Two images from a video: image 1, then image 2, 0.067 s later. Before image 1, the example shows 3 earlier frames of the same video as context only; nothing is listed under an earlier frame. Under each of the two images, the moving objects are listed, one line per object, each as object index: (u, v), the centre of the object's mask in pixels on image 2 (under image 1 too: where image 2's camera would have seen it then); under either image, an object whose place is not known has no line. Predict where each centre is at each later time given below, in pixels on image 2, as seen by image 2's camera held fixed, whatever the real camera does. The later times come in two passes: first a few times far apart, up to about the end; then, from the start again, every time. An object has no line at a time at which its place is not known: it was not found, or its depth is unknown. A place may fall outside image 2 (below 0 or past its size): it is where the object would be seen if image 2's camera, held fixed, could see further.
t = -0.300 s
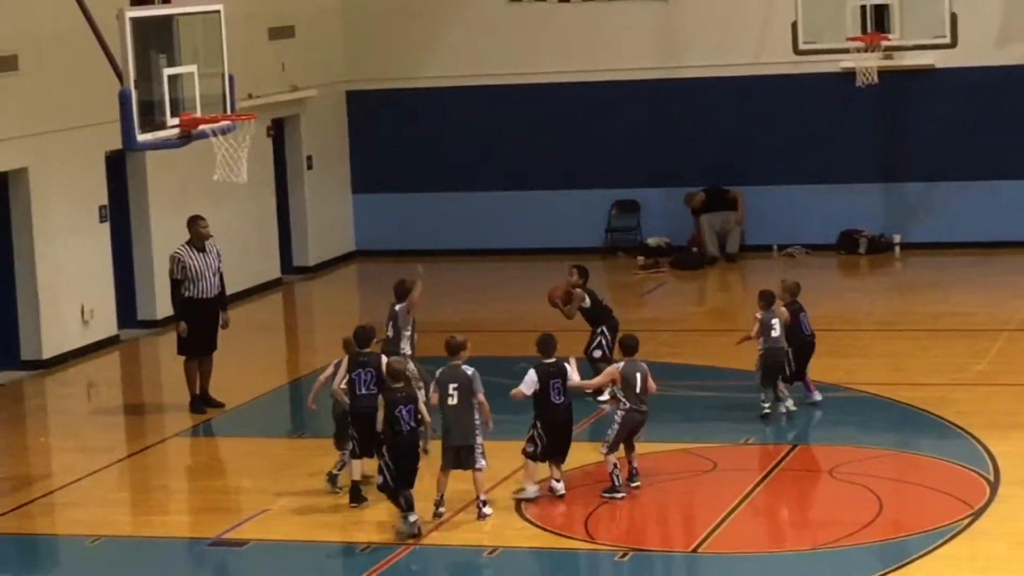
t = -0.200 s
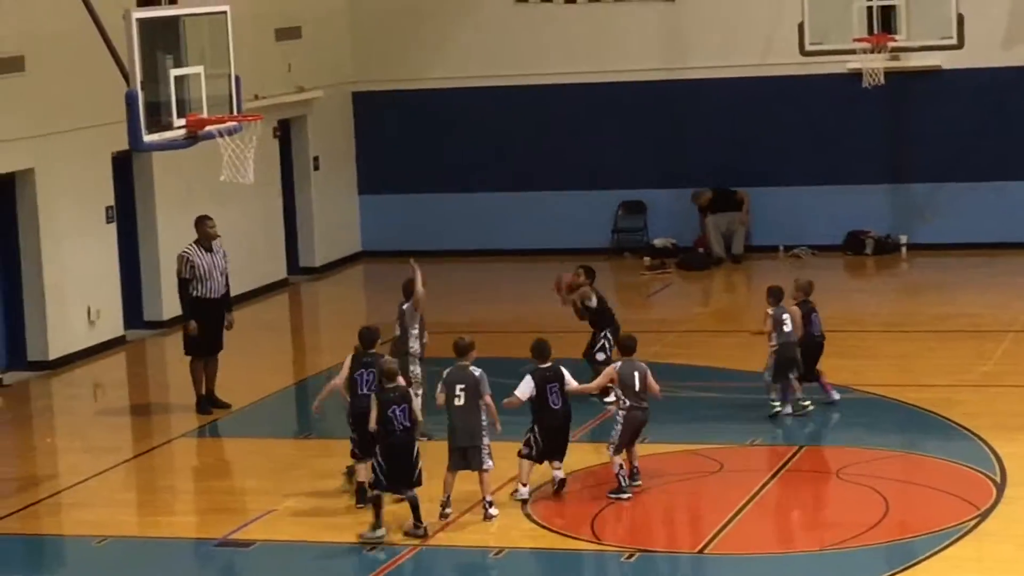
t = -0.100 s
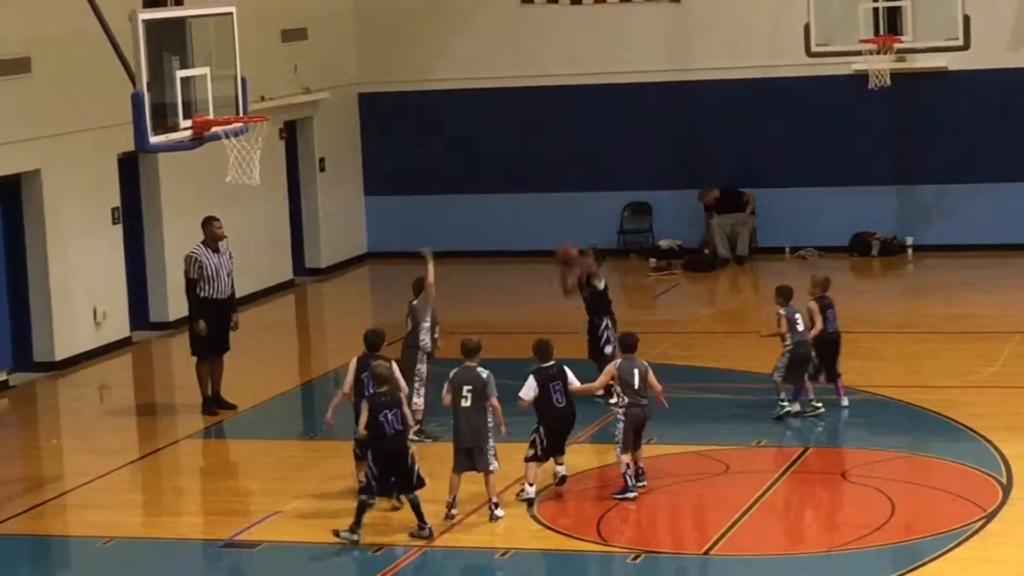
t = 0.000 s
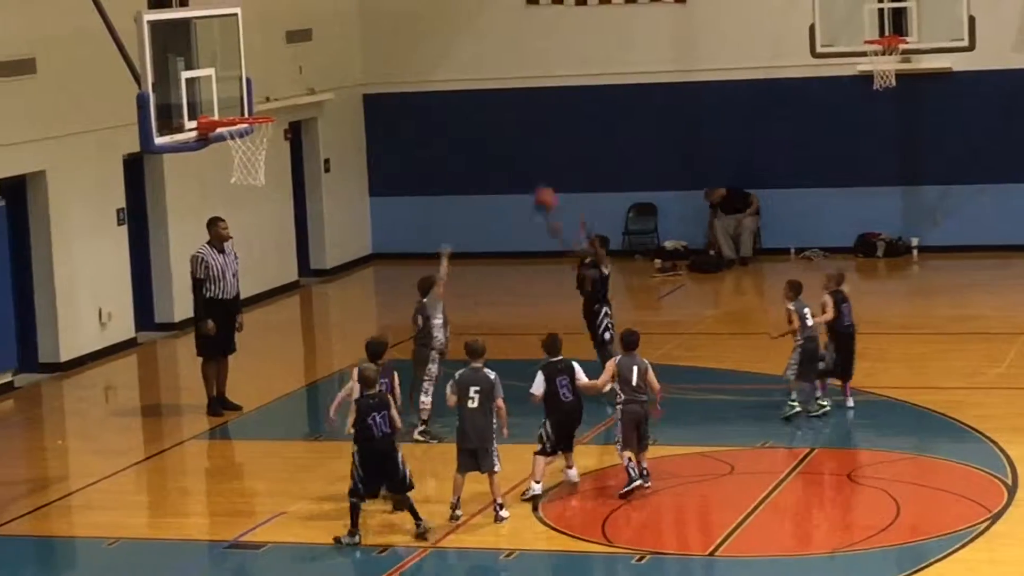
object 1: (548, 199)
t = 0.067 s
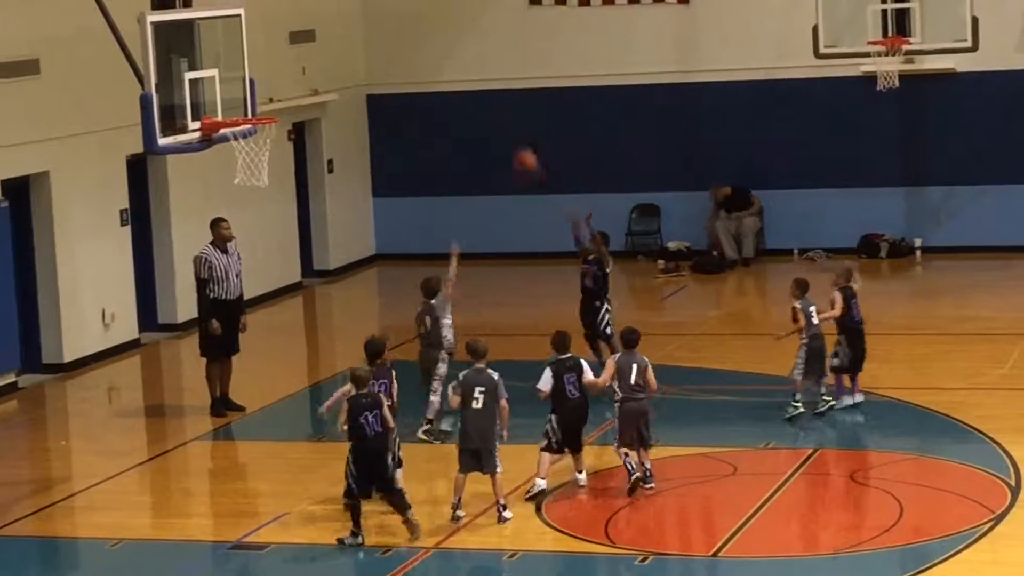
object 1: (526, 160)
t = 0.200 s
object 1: (484, 100)
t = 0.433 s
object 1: (405, 33)
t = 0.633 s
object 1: (340, 20)
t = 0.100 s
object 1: (515, 144)
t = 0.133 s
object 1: (506, 130)
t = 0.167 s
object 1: (494, 114)
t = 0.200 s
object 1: (484, 100)
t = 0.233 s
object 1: (472, 87)
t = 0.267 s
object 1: (460, 76)
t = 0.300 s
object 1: (449, 65)
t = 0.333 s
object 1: (438, 56)
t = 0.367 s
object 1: (427, 48)
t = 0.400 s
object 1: (415, 39)
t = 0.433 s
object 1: (405, 33)
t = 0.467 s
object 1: (394, 27)
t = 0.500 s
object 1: (383, 23)
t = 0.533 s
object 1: (372, 21)
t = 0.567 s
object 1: (362, 19)
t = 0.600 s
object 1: (351, 19)
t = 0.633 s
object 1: (340, 20)
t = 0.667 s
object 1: (328, 22)
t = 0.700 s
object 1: (318, 25)
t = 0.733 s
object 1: (306, 31)
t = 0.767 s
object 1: (294, 36)
